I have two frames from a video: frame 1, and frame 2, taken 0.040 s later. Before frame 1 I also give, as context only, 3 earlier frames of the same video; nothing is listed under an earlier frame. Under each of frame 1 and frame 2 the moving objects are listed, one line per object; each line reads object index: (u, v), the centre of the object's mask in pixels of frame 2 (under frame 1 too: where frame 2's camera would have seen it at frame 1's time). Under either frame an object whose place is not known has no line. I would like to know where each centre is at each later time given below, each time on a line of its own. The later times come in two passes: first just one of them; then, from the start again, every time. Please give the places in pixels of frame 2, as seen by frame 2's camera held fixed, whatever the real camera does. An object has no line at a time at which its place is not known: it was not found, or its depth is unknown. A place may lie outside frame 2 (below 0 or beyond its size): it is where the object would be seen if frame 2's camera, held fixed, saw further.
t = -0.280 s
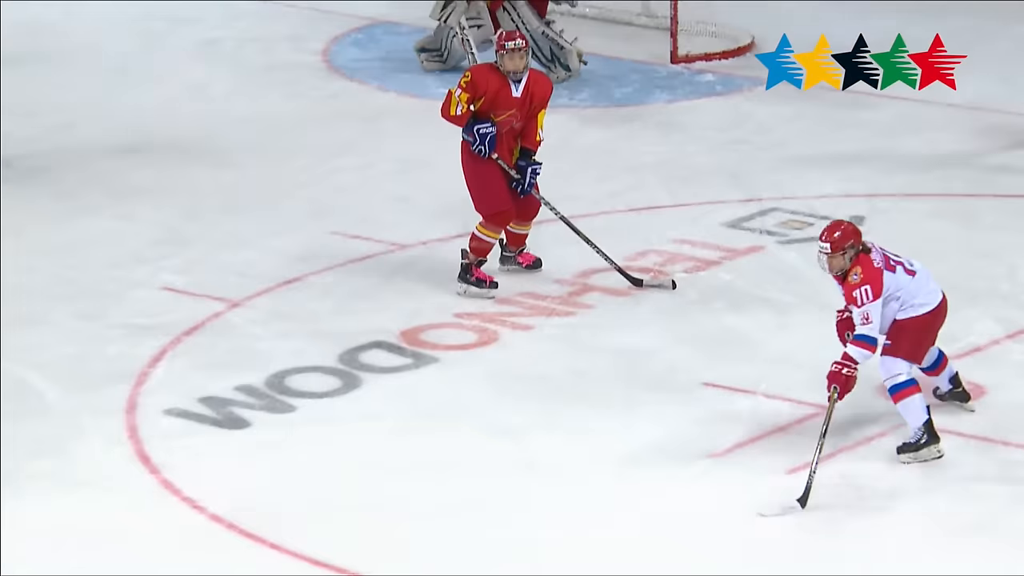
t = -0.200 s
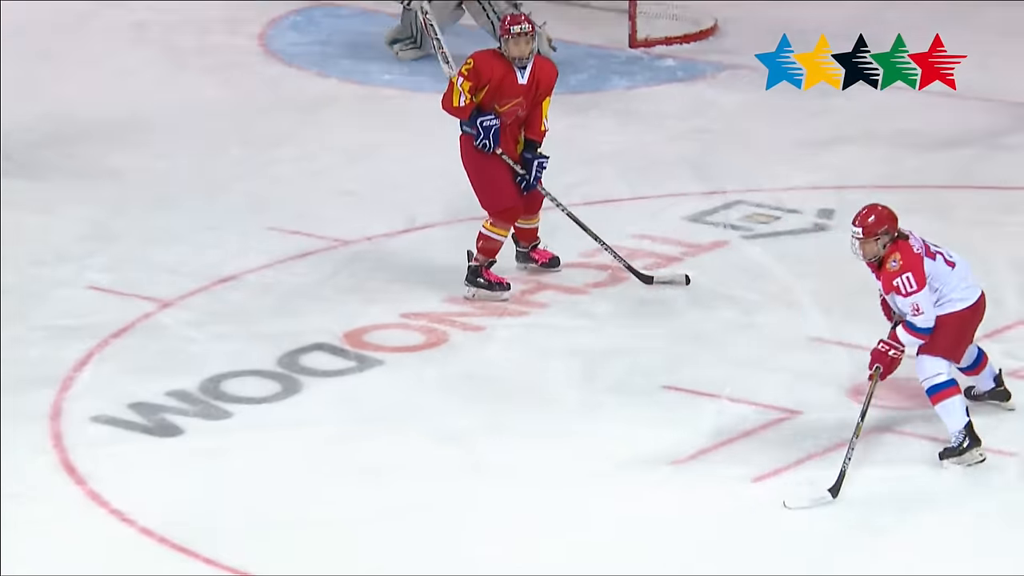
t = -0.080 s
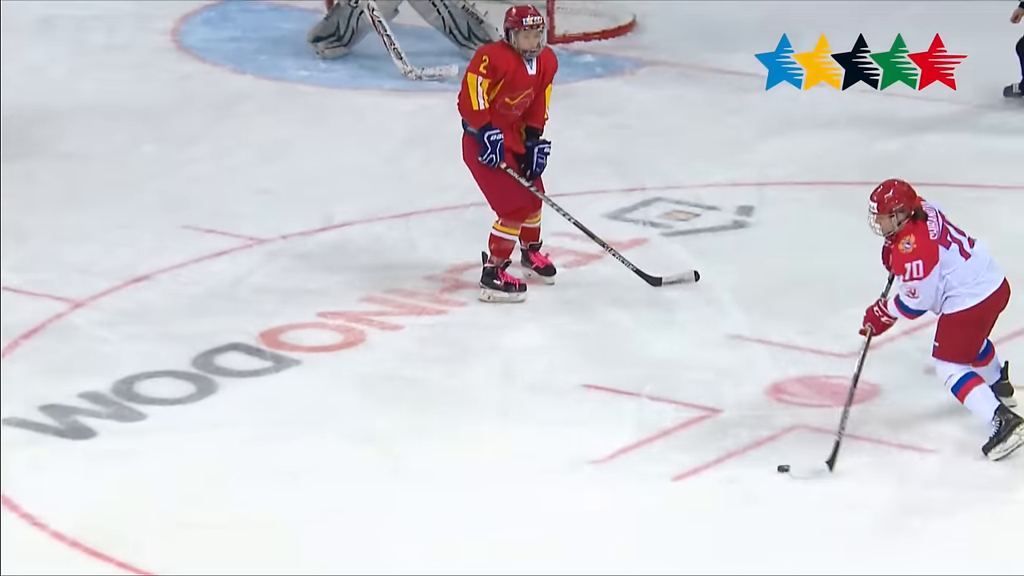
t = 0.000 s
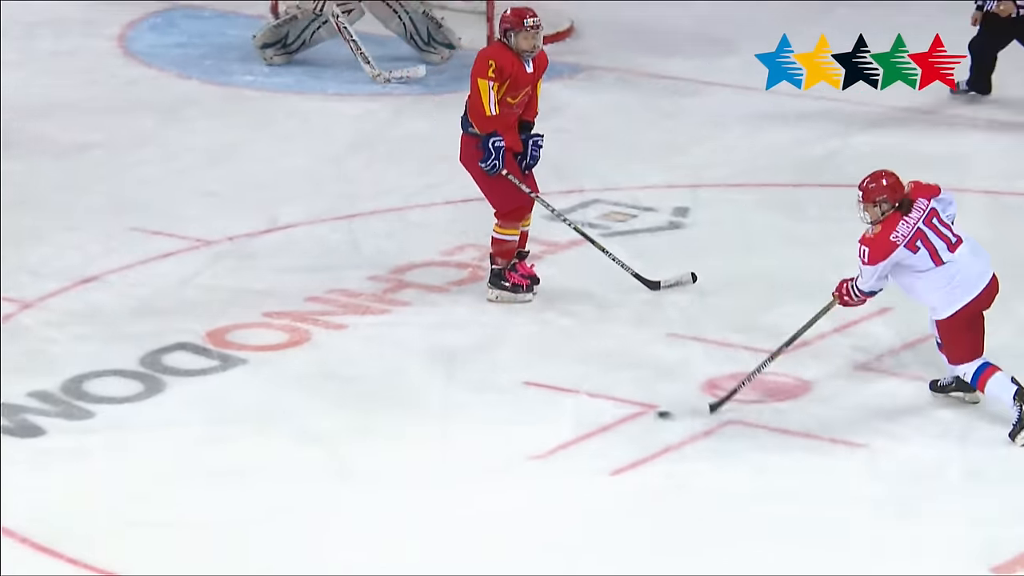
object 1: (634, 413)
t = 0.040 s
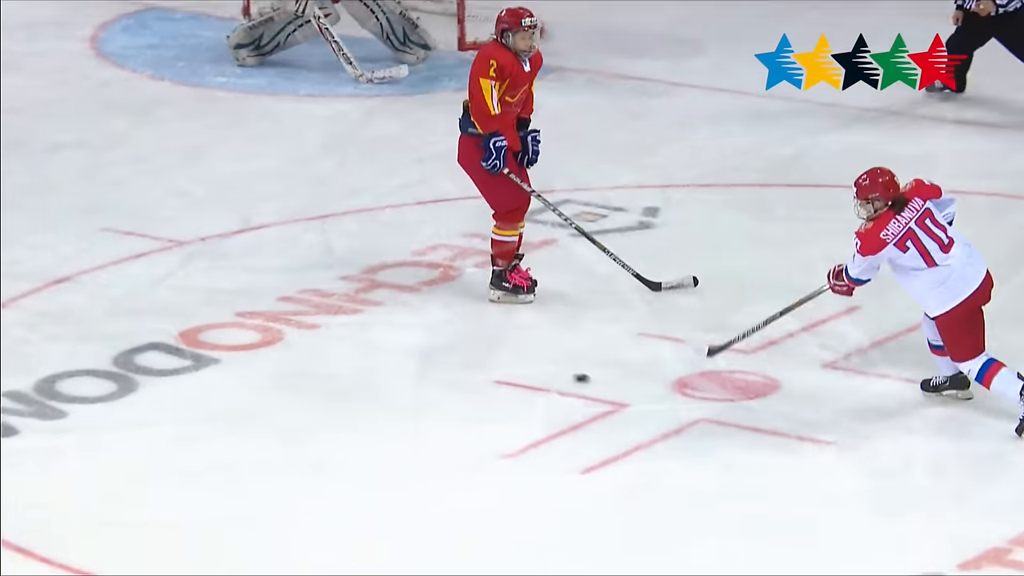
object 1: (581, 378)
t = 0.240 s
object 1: (352, 232)
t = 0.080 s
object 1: (531, 347)
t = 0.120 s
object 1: (483, 317)
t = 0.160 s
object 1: (434, 285)
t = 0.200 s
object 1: (390, 257)
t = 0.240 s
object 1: (352, 232)
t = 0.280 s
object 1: (315, 209)
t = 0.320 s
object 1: (283, 188)
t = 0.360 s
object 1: (255, 171)
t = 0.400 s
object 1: (231, 156)
